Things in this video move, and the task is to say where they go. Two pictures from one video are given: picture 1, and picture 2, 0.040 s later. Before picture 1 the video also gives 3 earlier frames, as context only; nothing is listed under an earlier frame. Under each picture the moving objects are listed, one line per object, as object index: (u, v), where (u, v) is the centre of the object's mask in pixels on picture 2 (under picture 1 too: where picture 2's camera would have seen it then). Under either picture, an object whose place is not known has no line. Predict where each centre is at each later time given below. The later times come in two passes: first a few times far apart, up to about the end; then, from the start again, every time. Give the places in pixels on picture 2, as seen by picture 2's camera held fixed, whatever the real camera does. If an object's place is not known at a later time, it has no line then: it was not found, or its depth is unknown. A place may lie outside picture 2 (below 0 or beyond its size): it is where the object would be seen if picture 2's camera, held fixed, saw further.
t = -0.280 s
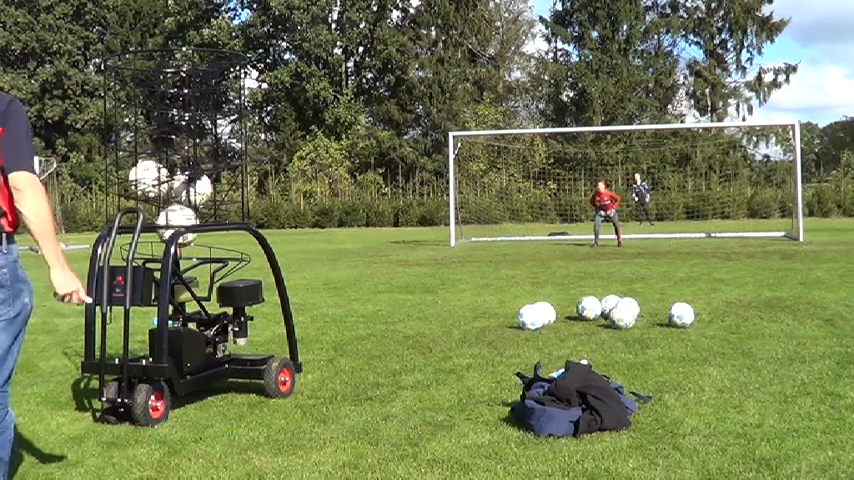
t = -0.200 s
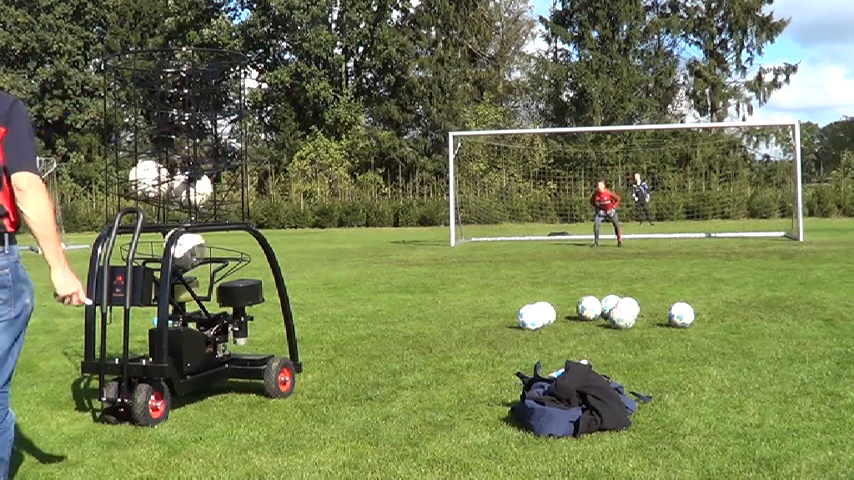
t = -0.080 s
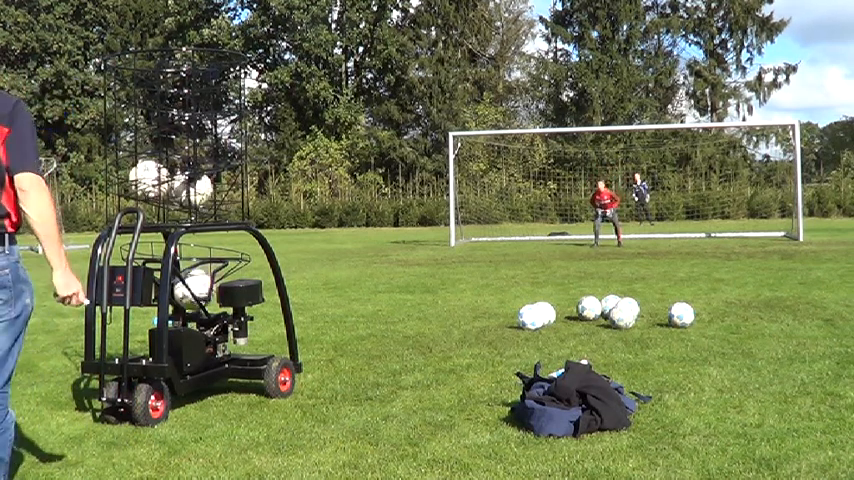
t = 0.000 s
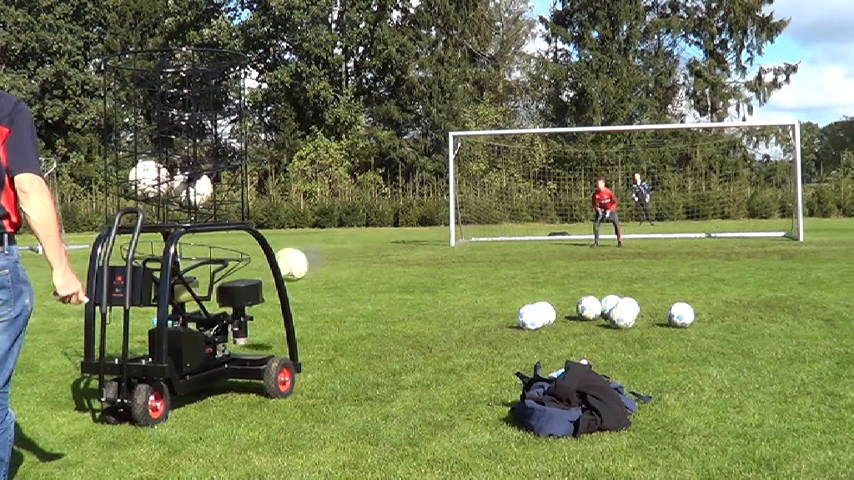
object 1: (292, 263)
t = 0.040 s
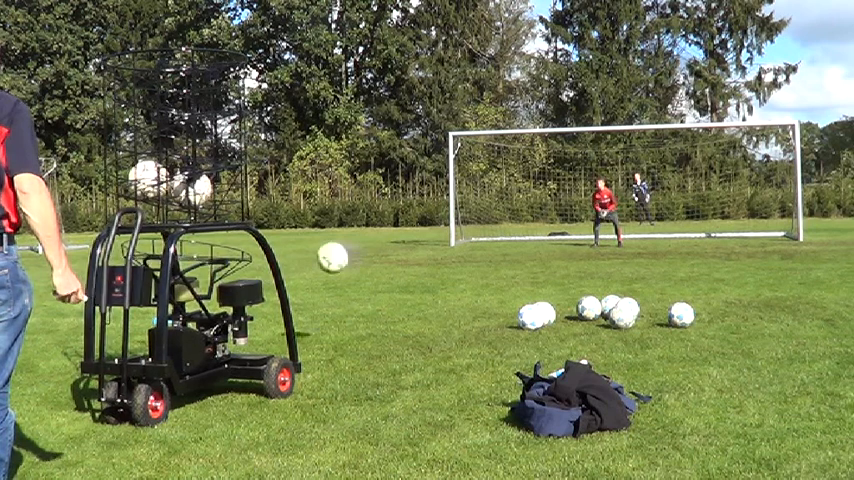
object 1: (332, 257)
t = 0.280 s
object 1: (476, 247)
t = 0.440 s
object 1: (525, 255)
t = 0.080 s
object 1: (367, 253)
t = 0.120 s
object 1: (396, 249)
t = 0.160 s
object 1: (421, 247)
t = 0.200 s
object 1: (441, 246)
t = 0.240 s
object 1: (460, 246)
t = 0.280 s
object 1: (476, 247)
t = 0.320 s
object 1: (490, 248)
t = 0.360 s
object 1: (503, 250)
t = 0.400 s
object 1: (514, 252)
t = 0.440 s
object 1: (525, 255)
